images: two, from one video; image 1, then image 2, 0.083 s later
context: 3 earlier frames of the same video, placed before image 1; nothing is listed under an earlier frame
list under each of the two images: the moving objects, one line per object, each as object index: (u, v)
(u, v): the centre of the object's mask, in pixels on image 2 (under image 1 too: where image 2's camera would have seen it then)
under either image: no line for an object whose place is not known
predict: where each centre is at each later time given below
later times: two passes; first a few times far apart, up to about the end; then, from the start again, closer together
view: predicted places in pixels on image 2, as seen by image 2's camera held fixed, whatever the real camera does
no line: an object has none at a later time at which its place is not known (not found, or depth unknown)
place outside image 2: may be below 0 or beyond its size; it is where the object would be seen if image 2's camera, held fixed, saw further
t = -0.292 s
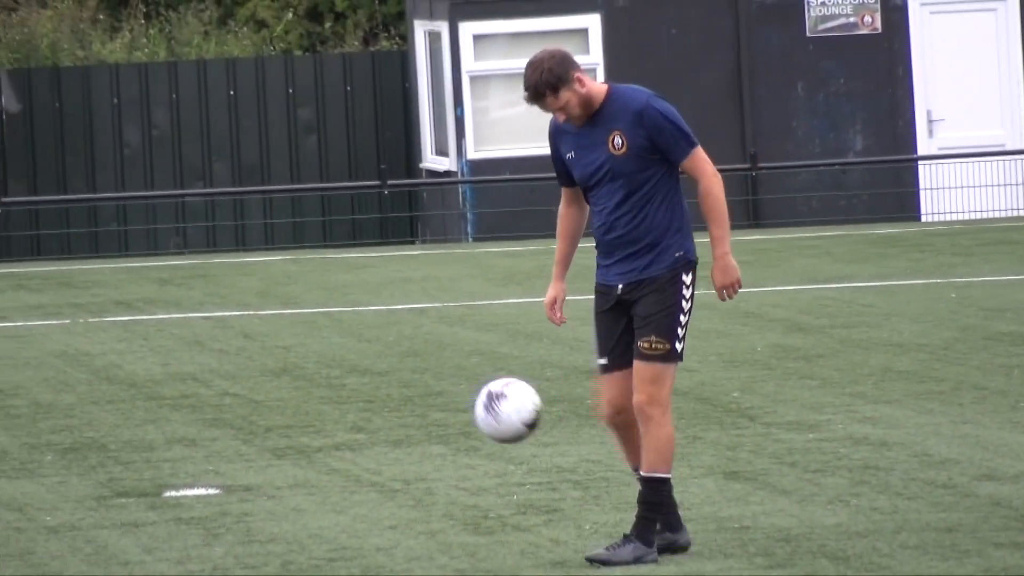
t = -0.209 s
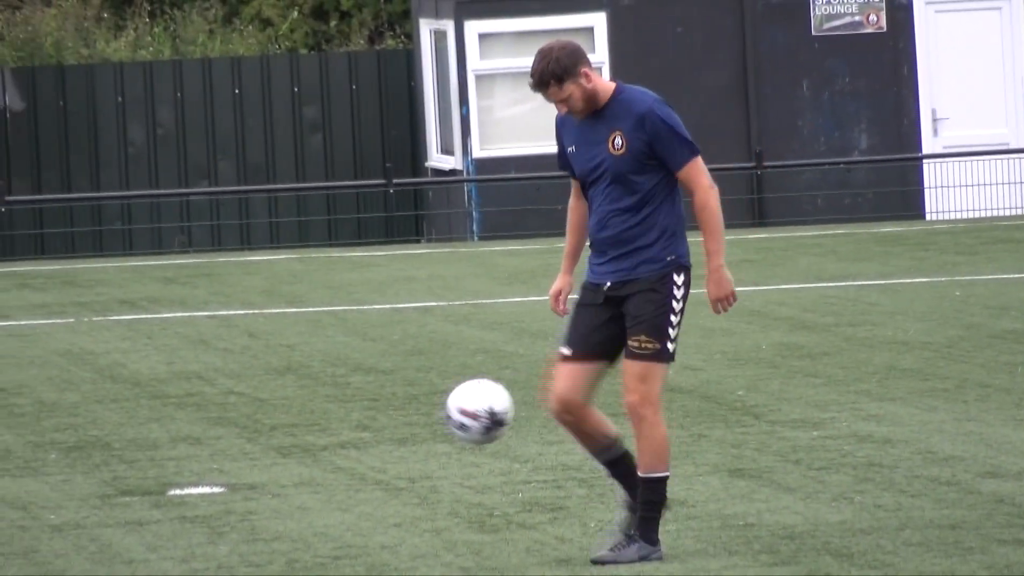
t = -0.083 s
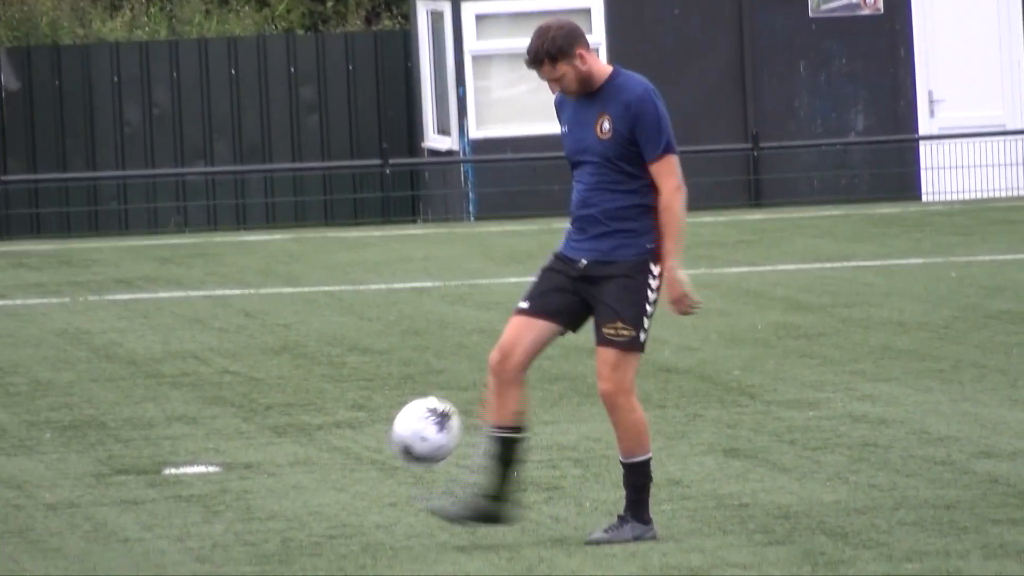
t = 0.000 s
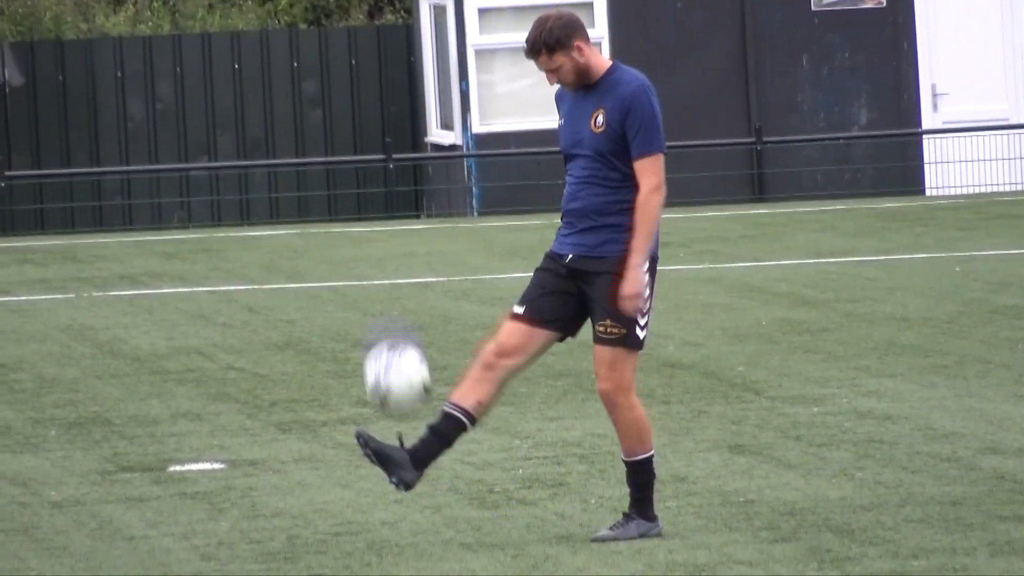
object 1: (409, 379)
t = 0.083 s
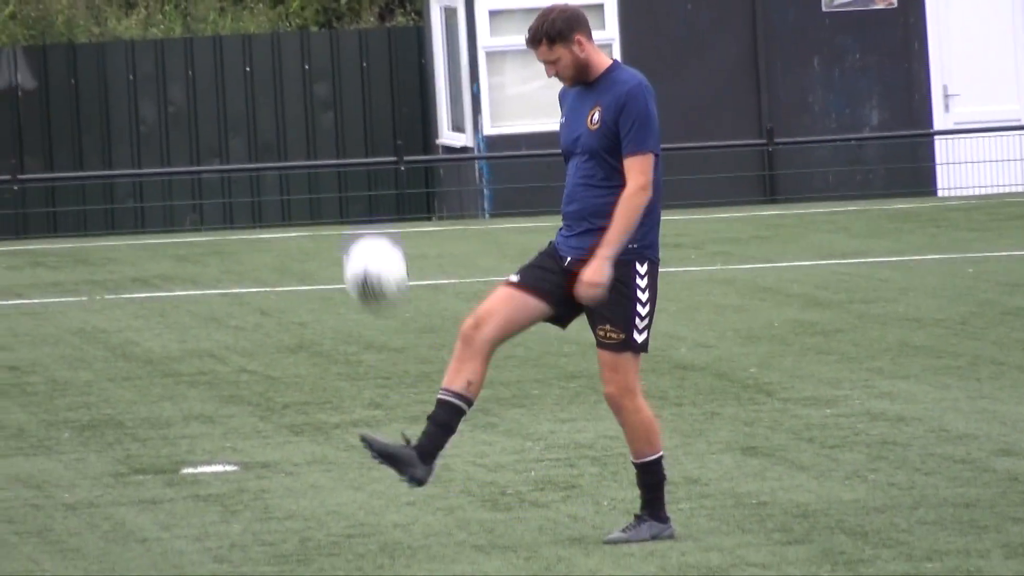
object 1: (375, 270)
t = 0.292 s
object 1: (302, 79)
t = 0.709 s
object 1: (182, 10)
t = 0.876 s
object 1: (142, 113)
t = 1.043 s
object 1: (110, 303)
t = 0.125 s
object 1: (360, 226)
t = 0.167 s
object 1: (345, 184)
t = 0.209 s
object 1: (330, 145)
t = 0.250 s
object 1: (315, 110)
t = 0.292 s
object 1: (302, 79)
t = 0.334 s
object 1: (289, 52)
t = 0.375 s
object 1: (276, 31)
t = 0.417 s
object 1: (262, 14)
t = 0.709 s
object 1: (182, 10)
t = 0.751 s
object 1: (171, 29)
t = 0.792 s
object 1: (161, 52)
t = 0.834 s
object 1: (150, 81)
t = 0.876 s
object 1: (142, 113)
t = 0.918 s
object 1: (133, 152)
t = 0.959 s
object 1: (125, 195)
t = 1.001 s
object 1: (117, 246)
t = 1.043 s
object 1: (110, 303)
